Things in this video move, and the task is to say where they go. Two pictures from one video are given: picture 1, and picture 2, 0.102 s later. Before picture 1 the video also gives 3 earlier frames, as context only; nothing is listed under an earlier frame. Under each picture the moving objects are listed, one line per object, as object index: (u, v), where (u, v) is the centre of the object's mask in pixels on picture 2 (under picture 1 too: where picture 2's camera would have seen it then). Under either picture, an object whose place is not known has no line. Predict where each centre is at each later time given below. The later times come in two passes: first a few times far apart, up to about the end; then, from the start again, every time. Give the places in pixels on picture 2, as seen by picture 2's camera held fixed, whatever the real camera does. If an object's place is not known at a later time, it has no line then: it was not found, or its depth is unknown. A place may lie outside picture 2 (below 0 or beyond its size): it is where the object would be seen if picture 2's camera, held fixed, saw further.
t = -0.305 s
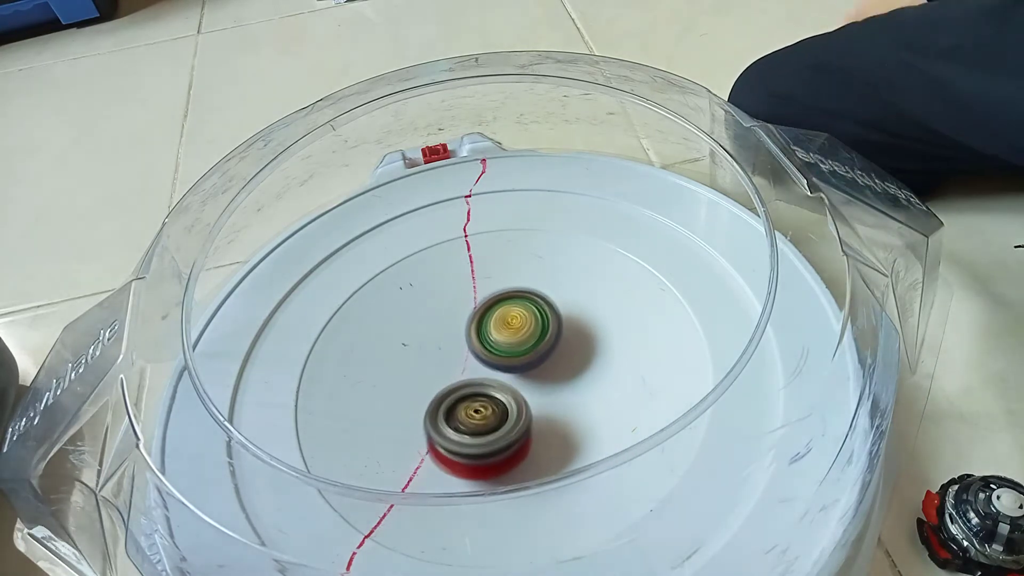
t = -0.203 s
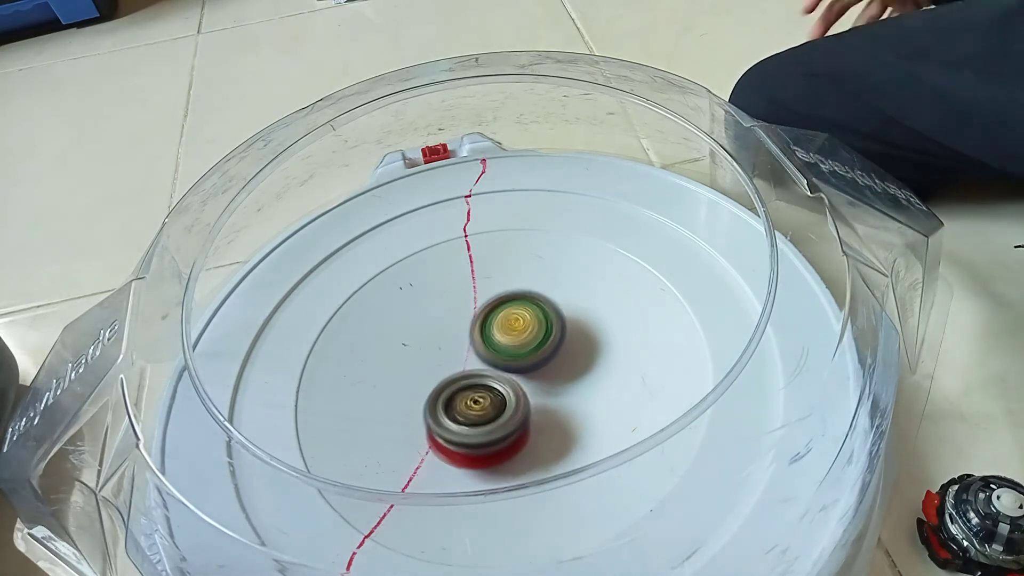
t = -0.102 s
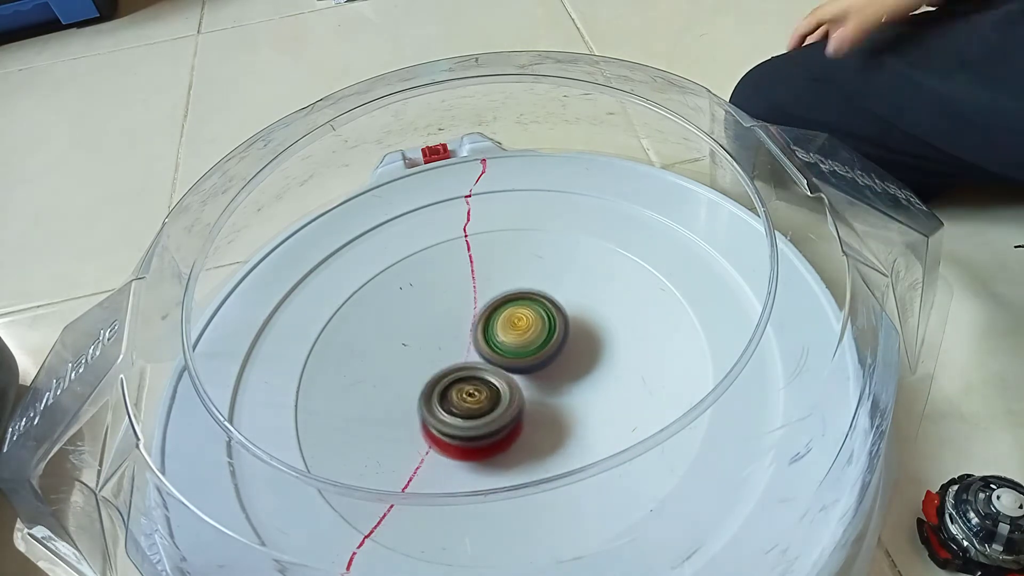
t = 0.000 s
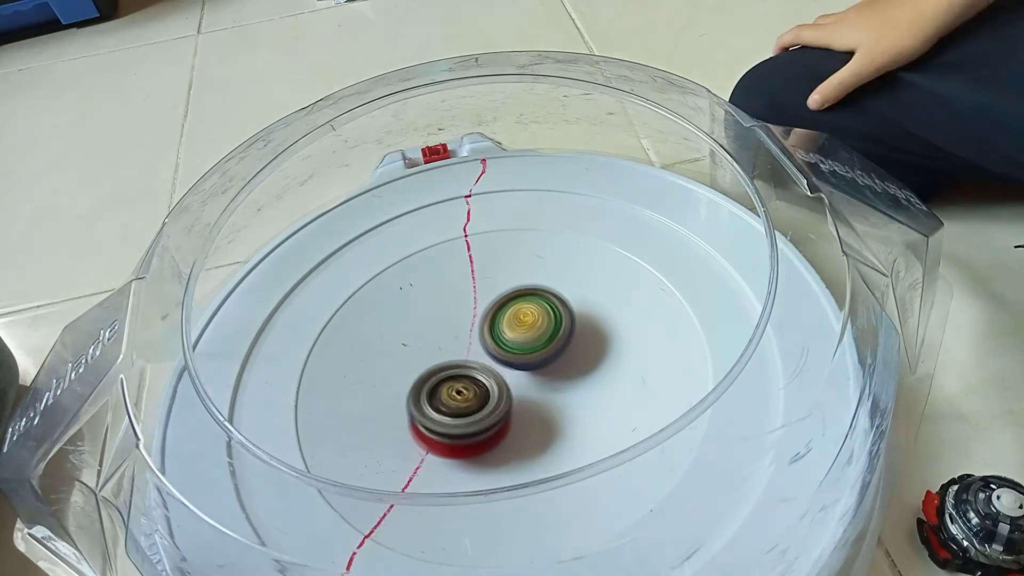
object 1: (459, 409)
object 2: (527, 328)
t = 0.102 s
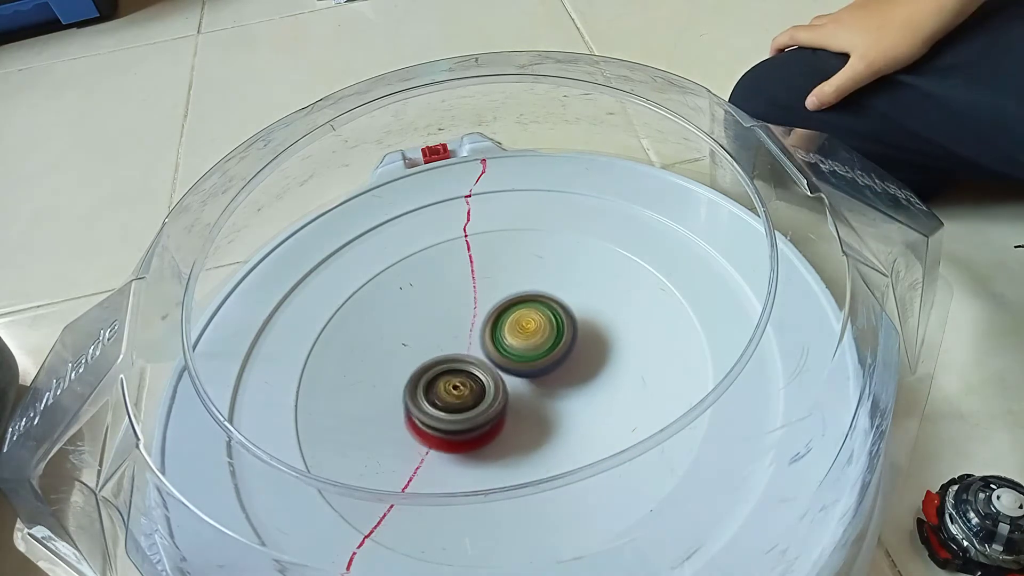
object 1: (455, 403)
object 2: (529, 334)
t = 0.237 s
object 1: (445, 399)
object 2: (534, 337)
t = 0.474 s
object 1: (442, 389)
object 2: (539, 348)
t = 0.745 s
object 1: (443, 372)
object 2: (552, 361)
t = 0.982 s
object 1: (447, 358)
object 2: (550, 370)
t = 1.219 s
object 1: (455, 344)
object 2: (543, 382)
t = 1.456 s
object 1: (465, 333)
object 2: (532, 394)
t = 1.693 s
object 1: (484, 328)
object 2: (519, 405)
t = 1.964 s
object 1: (510, 323)
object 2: (498, 409)
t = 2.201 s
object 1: (526, 326)
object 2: (478, 408)
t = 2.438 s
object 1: (538, 334)
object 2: (462, 402)
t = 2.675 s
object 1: (548, 347)
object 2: (449, 393)
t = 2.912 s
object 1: (550, 363)
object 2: (445, 379)
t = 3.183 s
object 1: (550, 379)
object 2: (448, 361)
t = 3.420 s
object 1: (545, 387)
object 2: (452, 345)
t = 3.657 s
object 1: (527, 396)
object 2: (464, 331)
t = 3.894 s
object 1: (511, 406)
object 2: (481, 324)
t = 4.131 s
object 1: (500, 408)
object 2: (501, 322)
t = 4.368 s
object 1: (490, 407)
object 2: (518, 322)
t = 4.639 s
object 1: (477, 400)
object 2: (534, 322)
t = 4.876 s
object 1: (465, 393)
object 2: (544, 330)
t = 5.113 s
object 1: (457, 386)
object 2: (554, 339)
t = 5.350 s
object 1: (458, 376)
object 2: (560, 351)
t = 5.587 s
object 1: (458, 368)
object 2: (562, 364)
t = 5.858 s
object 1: (461, 358)
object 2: (560, 376)
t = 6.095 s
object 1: (466, 350)
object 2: (556, 384)
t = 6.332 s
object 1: (470, 346)
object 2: (552, 392)
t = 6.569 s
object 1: (473, 342)
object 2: (545, 402)
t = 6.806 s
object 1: (477, 342)
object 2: (536, 409)
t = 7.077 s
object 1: (470, 334)
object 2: (529, 418)
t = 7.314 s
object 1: (478, 336)
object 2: (527, 429)
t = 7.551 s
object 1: (493, 341)
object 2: (509, 425)
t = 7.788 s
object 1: (511, 338)
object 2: (494, 425)
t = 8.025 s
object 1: (522, 339)
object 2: (477, 419)
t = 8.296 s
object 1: (524, 339)
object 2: (462, 411)
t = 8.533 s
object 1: (528, 338)
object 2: (451, 408)
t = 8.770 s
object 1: (532, 343)
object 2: (447, 402)
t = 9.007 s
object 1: (541, 344)
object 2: (446, 399)
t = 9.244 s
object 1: (547, 347)
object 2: (437, 395)
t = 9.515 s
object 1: (540, 353)
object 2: (440, 385)
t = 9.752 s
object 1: (550, 357)
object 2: (431, 379)
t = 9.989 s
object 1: (539, 366)
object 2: (427, 370)
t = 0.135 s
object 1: (452, 402)
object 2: (530, 335)
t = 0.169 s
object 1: (448, 401)
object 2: (533, 333)
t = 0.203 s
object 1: (446, 400)
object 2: (534, 334)
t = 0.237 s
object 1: (445, 399)
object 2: (534, 337)
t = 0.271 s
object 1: (446, 397)
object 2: (533, 340)
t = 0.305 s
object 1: (444, 396)
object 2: (534, 342)
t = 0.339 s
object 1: (442, 395)
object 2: (537, 342)
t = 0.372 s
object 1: (442, 393)
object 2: (537, 343)
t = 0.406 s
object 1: (443, 392)
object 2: (536, 346)
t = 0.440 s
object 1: (442, 390)
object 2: (539, 347)
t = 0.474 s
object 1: (442, 389)
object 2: (539, 348)
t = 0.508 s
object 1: (442, 387)
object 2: (540, 350)
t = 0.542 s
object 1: (440, 386)
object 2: (543, 351)
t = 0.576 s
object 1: (439, 385)
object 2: (547, 351)
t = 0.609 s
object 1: (439, 384)
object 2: (547, 353)
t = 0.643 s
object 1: (441, 383)
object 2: (547, 355)
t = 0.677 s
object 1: (443, 381)
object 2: (547, 357)
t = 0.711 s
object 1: (445, 378)
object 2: (548, 359)
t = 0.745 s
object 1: (443, 372)
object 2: (552, 361)
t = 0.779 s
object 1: (442, 371)
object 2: (552, 362)
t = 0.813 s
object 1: (442, 369)
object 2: (552, 364)
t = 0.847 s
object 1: (443, 367)
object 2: (551, 365)
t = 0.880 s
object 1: (445, 365)
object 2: (550, 367)
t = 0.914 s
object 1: (447, 363)
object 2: (550, 368)
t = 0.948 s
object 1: (447, 361)
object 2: (550, 369)
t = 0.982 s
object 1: (447, 358)
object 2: (550, 370)
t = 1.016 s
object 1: (447, 356)
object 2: (549, 372)
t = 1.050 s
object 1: (448, 354)
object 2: (548, 373)
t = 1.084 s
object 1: (450, 353)
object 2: (546, 375)
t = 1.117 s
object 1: (451, 350)
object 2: (547, 377)
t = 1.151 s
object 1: (452, 347)
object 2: (547, 378)
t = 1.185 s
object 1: (453, 345)
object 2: (544, 380)
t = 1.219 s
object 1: (455, 344)
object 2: (543, 382)
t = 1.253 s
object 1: (457, 342)
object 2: (541, 384)
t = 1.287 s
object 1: (458, 339)
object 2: (542, 386)
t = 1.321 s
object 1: (459, 337)
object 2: (541, 387)
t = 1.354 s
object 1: (459, 335)
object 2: (539, 388)
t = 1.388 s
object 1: (460, 334)
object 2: (538, 391)
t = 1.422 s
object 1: (462, 333)
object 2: (535, 392)
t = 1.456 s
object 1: (465, 333)
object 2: (532, 394)
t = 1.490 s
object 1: (468, 332)
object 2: (531, 396)
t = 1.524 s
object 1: (470, 330)
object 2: (532, 399)
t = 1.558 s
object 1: (472, 329)
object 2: (531, 401)
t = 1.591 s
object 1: (474, 328)
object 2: (528, 403)
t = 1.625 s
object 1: (477, 328)
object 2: (525, 403)
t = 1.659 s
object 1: (480, 328)
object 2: (522, 404)
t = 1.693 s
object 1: (484, 328)
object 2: (519, 405)
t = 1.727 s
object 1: (488, 327)
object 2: (517, 408)
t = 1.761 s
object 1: (491, 326)
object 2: (515, 409)
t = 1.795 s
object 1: (495, 326)
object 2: (511, 409)
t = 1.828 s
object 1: (499, 325)
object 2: (508, 410)
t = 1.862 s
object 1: (503, 325)
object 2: (505, 410)
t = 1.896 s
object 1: (505, 324)
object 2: (503, 409)
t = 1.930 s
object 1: (508, 323)
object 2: (500, 409)
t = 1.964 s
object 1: (510, 323)
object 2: (498, 409)
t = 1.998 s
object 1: (513, 323)
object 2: (495, 409)
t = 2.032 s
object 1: (515, 324)
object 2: (492, 408)
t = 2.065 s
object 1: (517, 324)
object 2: (489, 409)
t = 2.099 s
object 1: (519, 325)
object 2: (487, 408)
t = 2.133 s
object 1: (522, 326)
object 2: (484, 408)
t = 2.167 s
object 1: (524, 326)
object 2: (481, 409)
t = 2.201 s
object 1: (526, 326)
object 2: (478, 408)
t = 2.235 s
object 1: (528, 328)
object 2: (475, 406)
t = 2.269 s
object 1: (529, 329)
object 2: (473, 405)
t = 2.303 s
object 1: (531, 331)
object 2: (471, 405)
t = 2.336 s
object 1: (534, 331)
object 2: (467, 406)
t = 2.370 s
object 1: (536, 332)
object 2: (465, 405)
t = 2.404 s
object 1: (538, 332)
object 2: (463, 403)
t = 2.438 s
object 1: (538, 334)
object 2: (462, 402)
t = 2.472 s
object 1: (539, 335)
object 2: (460, 400)
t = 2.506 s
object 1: (540, 338)
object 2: (459, 398)
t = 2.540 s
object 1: (541, 340)
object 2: (457, 398)
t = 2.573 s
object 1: (542, 342)
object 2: (455, 396)
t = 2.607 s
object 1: (543, 344)
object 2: (453, 395)
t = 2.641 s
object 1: (547, 345)
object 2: (450, 395)
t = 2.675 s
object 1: (548, 347)
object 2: (449, 393)
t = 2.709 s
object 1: (549, 348)
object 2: (448, 391)
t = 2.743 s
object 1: (550, 350)
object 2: (448, 389)
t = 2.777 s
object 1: (549, 352)
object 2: (448, 387)
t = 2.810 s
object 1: (549, 355)
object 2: (448, 385)
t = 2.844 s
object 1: (549, 358)
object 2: (446, 383)
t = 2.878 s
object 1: (549, 361)
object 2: (445, 382)
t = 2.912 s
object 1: (550, 363)
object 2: (445, 379)
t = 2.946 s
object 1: (550, 365)
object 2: (445, 377)
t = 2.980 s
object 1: (551, 368)
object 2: (445, 375)
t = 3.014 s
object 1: (551, 370)
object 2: (445, 373)
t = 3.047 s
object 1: (551, 372)
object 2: (446, 370)
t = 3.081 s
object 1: (550, 374)
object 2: (447, 368)
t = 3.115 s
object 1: (550, 376)
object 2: (447, 366)
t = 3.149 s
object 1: (550, 378)
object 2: (448, 364)
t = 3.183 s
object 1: (550, 379)
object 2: (448, 361)
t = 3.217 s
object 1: (550, 381)
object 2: (447, 359)
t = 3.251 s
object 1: (550, 382)
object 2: (449, 357)
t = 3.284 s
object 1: (548, 382)
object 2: (450, 355)
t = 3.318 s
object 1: (546, 383)
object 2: (452, 353)
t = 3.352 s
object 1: (547, 385)
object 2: (449, 349)
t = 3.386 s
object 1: (546, 386)
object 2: (450, 347)
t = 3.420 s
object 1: (545, 387)
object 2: (452, 345)
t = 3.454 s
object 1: (543, 387)
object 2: (454, 343)
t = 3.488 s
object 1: (539, 388)
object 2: (456, 341)
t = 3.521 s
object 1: (537, 389)
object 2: (457, 339)
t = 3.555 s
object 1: (535, 391)
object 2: (456, 336)
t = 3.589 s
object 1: (533, 393)
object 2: (459, 334)
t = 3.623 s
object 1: (530, 395)
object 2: (462, 333)
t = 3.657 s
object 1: (527, 396)
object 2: (464, 331)
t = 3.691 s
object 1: (524, 398)
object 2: (466, 330)
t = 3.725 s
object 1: (522, 400)
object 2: (468, 329)
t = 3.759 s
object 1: (520, 402)
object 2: (470, 328)
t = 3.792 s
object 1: (518, 403)
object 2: (473, 327)
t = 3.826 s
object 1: (516, 404)
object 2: (476, 326)
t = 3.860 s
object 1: (513, 404)
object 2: (479, 325)
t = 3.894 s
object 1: (511, 406)
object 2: (481, 324)
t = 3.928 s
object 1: (509, 407)
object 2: (484, 324)
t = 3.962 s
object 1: (508, 407)
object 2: (487, 324)
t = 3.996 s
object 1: (506, 408)
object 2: (489, 323)
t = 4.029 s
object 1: (504, 409)
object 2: (491, 322)
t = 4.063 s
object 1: (503, 409)
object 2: (495, 322)
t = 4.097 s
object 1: (502, 409)
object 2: (498, 322)
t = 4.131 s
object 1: (500, 408)
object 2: (501, 322)
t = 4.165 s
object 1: (498, 409)
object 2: (503, 321)
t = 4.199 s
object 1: (497, 408)
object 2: (505, 321)
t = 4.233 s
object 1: (495, 408)
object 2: (508, 321)
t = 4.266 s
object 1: (493, 409)
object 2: (510, 320)
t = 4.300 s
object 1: (492, 409)
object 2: (513, 321)
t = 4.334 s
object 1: (491, 408)
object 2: (515, 321)
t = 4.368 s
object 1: (490, 407)
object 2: (518, 322)
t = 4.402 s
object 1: (487, 407)
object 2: (520, 320)
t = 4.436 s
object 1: (486, 407)
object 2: (521, 319)
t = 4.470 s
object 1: (485, 406)
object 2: (523, 320)
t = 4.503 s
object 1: (484, 405)
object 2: (526, 321)
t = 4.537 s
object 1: (483, 403)
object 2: (528, 322)
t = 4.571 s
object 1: (480, 402)
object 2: (530, 320)
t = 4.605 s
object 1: (479, 402)
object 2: (532, 321)
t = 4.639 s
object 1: (477, 400)
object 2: (534, 322)
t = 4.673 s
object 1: (475, 398)
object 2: (536, 324)
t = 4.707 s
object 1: (473, 398)
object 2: (537, 324)
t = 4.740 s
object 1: (471, 396)
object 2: (538, 325)
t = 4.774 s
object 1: (469, 396)
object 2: (540, 326)
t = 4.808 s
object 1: (468, 394)
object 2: (541, 327)
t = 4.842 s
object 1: (466, 394)
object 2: (543, 329)
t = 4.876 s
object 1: (465, 393)
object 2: (544, 330)
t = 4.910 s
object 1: (464, 392)
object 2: (545, 332)
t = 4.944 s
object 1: (462, 391)
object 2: (547, 332)
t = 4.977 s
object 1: (462, 390)
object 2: (548, 334)
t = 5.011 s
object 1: (461, 388)
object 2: (549, 336)
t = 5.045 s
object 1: (460, 387)
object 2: (551, 336)
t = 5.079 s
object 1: (458, 387)
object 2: (553, 337)
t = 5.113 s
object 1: (457, 386)
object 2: (554, 339)
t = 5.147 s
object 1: (458, 386)
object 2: (554, 341)
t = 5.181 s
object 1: (459, 384)
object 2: (555, 343)
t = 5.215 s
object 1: (459, 382)
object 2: (557, 344)
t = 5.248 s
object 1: (458, 380)
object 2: (558, 345)
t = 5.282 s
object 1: (459, 379)
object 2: (559, 348)
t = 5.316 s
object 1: (459, 377)
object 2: (559, 349)
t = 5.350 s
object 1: (458, 376)
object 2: (560, 351)
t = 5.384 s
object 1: (458, 375)
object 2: (561, 353)
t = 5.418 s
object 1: (458, 373)
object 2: (561, 355)
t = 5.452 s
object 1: (458, 372)
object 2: (561, 357)
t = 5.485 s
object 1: (457, 371)
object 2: (563, 358)
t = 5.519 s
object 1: (457, 370)
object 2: (562, 360)
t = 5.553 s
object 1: (457, 369)
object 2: (562, 362)
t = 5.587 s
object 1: (458, 368)
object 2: (562, 364)
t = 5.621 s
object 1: (458, 366)
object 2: (562, 365)
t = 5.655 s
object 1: (459, 365)
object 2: (561, 367)
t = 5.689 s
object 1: (459, 364)
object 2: (561, 369)
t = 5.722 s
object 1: (459, 363)
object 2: (561, 370)
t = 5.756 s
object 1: (460, 362)
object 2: (560, 372)
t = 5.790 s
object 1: (460, 360)
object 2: (561, 373)
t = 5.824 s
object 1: (461, 359)
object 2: (560, 375)
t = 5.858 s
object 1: (461, 358)
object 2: (560, 376)
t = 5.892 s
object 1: (462, 357)
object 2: (559, 377)
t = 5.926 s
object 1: (462, 356)
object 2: (558, 378)
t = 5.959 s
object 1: (463, 355)
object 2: (558, 379)
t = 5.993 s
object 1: (463, 353)
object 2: (557, 380)
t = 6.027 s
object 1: (464, 352)
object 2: (557, 381)
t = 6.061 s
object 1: (465, 351)
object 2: (556, 383)
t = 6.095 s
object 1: (466, 350)
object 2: (556, 384)
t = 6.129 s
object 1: (466, 349)
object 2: (555, 385)
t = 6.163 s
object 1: (467, 349)
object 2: (554, 386)
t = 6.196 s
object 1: (467, 348)
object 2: (554, 388)
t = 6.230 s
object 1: (468, 347)
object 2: (554, 389)
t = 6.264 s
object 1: (468, 347)
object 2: (552, 389)
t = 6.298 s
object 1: (469, 346)
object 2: (551, 391)
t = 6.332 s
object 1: (470, 346)
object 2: (552, 392)
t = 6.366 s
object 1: (471, 345)
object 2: (551, 393)
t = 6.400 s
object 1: (471, 345)
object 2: (549, 394)
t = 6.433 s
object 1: (472, 344)
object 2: (548, 396)
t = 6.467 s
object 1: (473, 343)
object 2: (548, 397)
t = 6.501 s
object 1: (473, 342)
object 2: (549, 399)
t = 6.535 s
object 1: (472, 342)
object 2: (548, 401)
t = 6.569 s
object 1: (473, 342)
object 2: (545, 402)
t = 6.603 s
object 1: (473, 342)
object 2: (544, 403)
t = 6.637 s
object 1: (474, 343)
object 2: (541, 403)
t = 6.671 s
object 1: (476, 343)
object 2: (540, 405)
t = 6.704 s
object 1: (477, 343)
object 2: (541, 406)
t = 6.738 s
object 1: (477, 342)
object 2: (541, 407)
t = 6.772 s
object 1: (477, 342)
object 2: (538, 408)
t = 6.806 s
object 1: (477, 342)
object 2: (536, 409)
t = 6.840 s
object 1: (478, 343)
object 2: (534, 410)
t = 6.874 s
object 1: (480, 342)
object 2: (534, 410)
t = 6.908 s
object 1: (479, 339)
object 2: (536, 413)
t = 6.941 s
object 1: (476, 336)
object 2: (536, 414)
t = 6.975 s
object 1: (474, 334)
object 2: (534, 416)
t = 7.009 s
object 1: (472, 333)
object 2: (533, 417)
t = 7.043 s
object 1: (471, 333)
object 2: (531, 419)
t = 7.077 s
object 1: (470, 334)
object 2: (529, 418)
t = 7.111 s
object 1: (470, 335)
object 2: (527, 418)
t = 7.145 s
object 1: (471, 337)
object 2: (525, 418)
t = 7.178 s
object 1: (473, 340)
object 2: (522, 416)
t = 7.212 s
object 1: (475, 342)
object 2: (520, 415)
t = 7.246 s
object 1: (477, 340)
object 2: (522, 421)
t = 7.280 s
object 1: (477, 337)
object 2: (526, 428)
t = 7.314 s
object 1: (478, 336)
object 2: (527, 429)
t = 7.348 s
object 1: (478, 335)
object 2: (525, 429)
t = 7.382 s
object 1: (480, 336)
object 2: (523, 429)
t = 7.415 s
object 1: (482, 336)
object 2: (520, 429)
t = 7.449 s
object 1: (484, 338)
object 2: (518, 427)
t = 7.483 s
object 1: (487, 339)
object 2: (514, 427)
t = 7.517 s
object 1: (489, 340)
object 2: (511, 425)
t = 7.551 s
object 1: (493, 341)
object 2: (509, 425)
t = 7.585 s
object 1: (496, 340)
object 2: (509, 426)
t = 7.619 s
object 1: (499, 340)
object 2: (507, 425)
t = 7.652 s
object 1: (502, 340)
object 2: (505, 426)
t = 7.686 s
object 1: (505, 338)
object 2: (503, 427)
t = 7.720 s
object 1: (506, 338)
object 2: (500, 426)
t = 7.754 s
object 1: (509, 338)
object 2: (497, 425)
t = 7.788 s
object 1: (511, 338)
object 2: (494, 425)
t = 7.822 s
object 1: (513, 338)
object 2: (491, 424)
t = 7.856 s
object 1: (515, 339)
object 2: (489, 424)
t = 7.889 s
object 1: (517, 339)
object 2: (486, 423)
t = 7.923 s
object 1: (519, 339)
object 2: (484, 422)
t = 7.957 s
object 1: (520, 338)
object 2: (482, 421)
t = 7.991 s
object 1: (521, 339)
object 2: (480, 420)
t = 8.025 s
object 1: (522, 339)
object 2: (477, 419)
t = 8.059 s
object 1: (522, 340)
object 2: (474, 418)
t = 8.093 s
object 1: (524, 340)
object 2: (473, 418)
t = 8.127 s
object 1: (525, 340)
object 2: (470, 419)
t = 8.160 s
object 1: (526, 339)
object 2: (469, 417)
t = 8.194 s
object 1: (526, 338)
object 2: (468, 415)
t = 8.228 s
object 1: (526, 338)
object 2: (465, 414)
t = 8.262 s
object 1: (525, 338)
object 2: (464, 412)
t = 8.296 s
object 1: (524, 339)
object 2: (462, 411)
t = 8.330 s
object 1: (525, 339)
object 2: (459, 411)
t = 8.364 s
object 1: (526, 339)
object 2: (458, 412)
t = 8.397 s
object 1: (525, 339)
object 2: (457, 410)
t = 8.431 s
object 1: (525, 340)
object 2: (456, 408)
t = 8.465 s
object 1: (526, 339)
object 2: (453, 409)
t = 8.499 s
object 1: (527, 338)
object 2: (451, 409)
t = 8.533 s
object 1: (528, 338)
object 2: (451, 408)
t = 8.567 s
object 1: (528, 338)
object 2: (450, 406)
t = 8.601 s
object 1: (527, 339)
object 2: (449, 405)
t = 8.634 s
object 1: (527, 341)
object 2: (449, 404)
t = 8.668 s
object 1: (526, 342)
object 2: (448, 403)
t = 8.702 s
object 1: (528, 343)
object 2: (447, 404)
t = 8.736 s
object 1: (529, 344)
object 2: (448, 403)
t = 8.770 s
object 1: (532, 343)
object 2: (447, 402)
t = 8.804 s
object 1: (533, 343)
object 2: (448, 401)
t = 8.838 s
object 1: (533, 343)
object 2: (447, 400)
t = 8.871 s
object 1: (534, 344)
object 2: (447, 399)
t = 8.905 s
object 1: (534, 345)
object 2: (446, 399)
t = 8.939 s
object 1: (535, 346)
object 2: (446, 399)
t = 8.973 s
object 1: (540, 345)
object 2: (444, 400)
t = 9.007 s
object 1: (541, 344)
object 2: (446, 399)
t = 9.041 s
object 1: (542, 344)
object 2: (445, 397)
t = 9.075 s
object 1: (543, 344)
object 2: (445, 396)
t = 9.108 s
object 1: (543, 344)
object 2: (446, 395)
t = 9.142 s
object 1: (542, 346)
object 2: (446, 394)
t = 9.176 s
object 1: (541, 347)
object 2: (446, 392)
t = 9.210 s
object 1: (541, 348)
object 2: (445, 392)
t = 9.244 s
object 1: (547, 347)
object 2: (437, 395)
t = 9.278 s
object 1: (550, 347)
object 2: (435, 396)
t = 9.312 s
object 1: (550, 346)
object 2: (437, 394)
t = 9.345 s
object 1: (550, 346)
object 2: (438, 392)
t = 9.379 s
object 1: (550, 346)
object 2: (437, 391)
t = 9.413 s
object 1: (548, 347)
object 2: (438, 389)
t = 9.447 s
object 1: (546, 349)
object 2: (439, 388)
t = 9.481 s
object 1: (543, 351)
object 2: (440, 386)
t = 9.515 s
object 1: (540, 353)
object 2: (440, 385)
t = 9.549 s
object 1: (540, 355)
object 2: (436, 385)
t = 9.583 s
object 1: (538, 357)
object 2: (435, 385)
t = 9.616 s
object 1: (543, 356)
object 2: (429, 385)
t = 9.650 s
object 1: (547, 357)
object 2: (427, 385)
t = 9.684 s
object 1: (549, 356)
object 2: (429, 383)
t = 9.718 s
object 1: (549, 356)
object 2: (430, 381)
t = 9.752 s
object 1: (550, 357)
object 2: (431, 379)
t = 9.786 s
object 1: (549, 357)
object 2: (431, 378)
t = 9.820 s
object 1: (547, 358)
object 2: (432, 376)
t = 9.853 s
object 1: (545, 360)
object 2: (433, 375)
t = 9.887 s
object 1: (541, 362)
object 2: (434, 373)
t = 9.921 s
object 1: (541, 363)
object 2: (432, 372)
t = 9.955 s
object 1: (541, 365)
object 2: (427, 371)
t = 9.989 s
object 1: (539, 366)
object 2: (427, 370)
